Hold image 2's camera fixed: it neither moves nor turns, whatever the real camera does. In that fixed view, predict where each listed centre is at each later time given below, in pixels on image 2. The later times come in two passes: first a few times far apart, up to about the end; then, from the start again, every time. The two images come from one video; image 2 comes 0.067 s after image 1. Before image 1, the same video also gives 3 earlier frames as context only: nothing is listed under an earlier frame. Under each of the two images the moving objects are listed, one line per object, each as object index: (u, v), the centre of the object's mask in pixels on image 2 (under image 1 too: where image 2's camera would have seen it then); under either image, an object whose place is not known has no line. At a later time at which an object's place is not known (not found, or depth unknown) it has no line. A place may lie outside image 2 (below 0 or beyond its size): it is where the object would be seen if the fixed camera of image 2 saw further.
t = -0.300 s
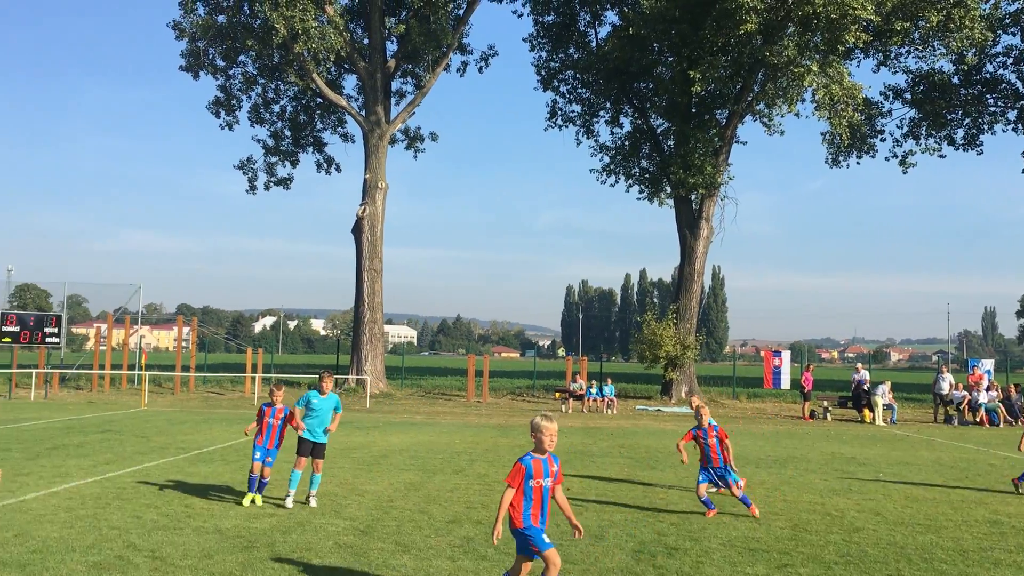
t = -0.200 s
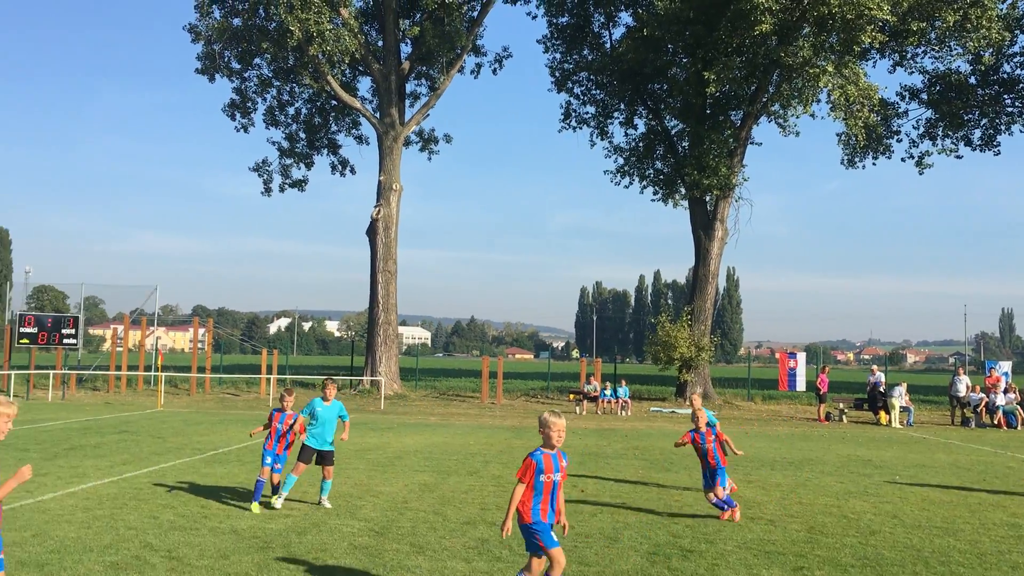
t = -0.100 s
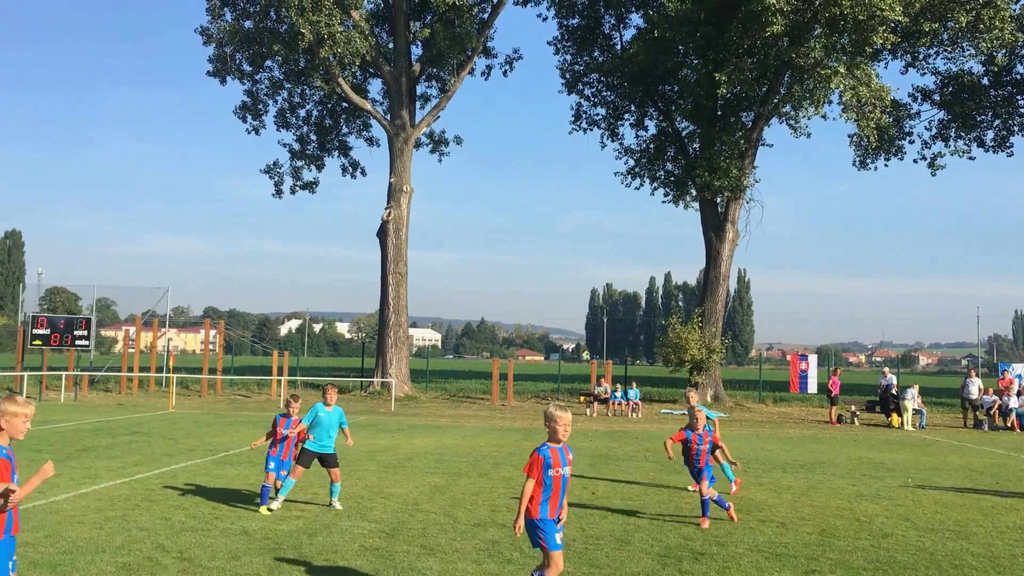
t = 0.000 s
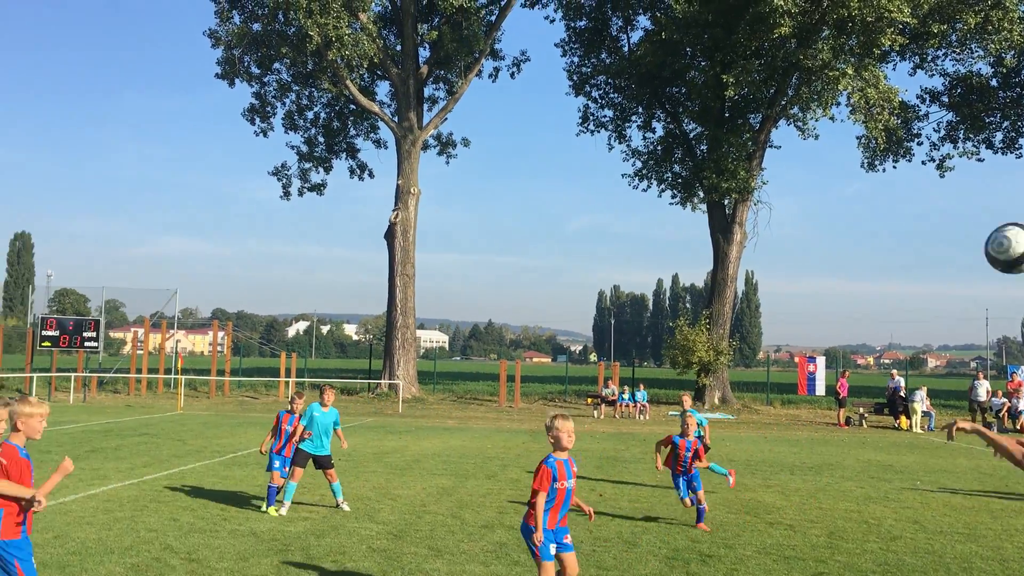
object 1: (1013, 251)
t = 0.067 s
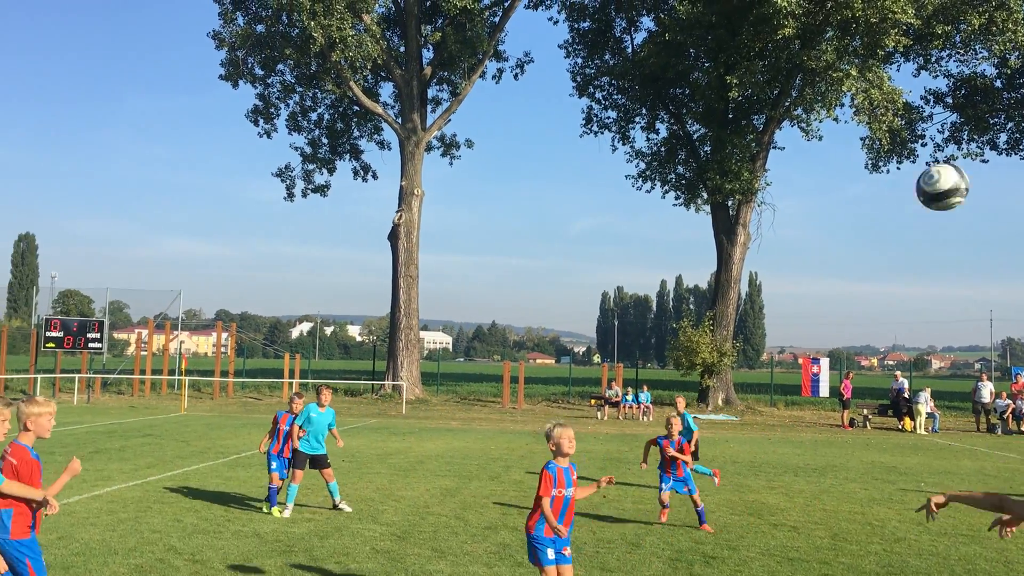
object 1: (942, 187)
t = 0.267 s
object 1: (777, 97)
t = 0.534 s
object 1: (642, 107)
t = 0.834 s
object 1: (544, 215)
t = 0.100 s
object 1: (909, 163)
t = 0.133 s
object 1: (878, 143)
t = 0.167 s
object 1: (849, 127)
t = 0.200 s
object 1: (824, 114)
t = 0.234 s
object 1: (799, 104)
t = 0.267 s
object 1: (777, 97)
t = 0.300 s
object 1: (755, 92)
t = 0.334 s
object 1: (736, 89)
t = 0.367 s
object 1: (717, 88)
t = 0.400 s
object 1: (700, 89)
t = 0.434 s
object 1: (684, 91)
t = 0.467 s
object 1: (669, 95)
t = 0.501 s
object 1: (654, 101)
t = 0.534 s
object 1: (642, 107)
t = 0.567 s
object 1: (629, 115)
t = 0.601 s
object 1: (616, 125)
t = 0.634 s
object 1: (604, 135)
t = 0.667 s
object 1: (593, 146)
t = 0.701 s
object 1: (583, 158)
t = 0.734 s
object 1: (572, 172)
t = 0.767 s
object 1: (563, 185)
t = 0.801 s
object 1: (554, 200)
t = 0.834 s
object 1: (544, 215)
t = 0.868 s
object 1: (536, 231)
